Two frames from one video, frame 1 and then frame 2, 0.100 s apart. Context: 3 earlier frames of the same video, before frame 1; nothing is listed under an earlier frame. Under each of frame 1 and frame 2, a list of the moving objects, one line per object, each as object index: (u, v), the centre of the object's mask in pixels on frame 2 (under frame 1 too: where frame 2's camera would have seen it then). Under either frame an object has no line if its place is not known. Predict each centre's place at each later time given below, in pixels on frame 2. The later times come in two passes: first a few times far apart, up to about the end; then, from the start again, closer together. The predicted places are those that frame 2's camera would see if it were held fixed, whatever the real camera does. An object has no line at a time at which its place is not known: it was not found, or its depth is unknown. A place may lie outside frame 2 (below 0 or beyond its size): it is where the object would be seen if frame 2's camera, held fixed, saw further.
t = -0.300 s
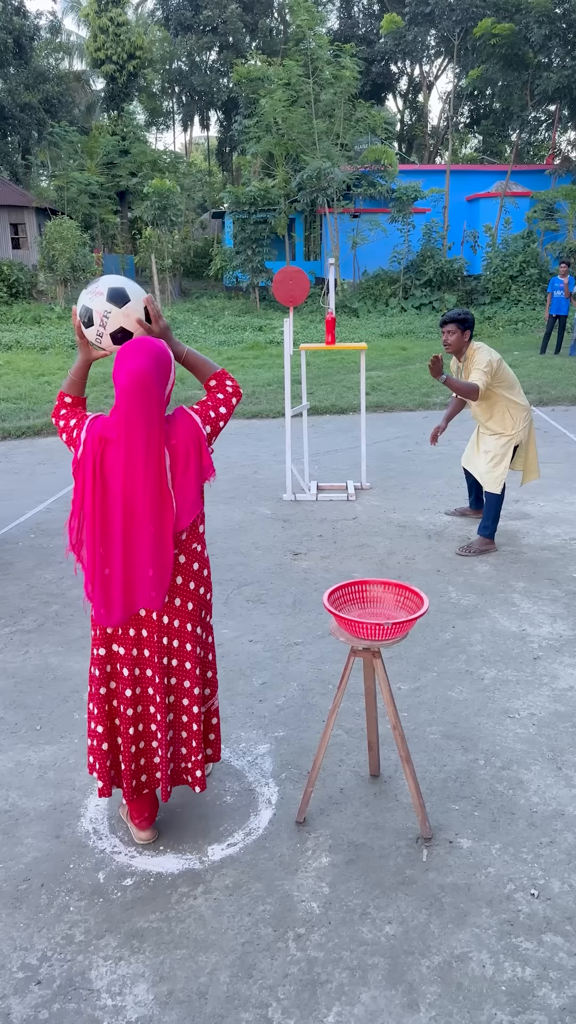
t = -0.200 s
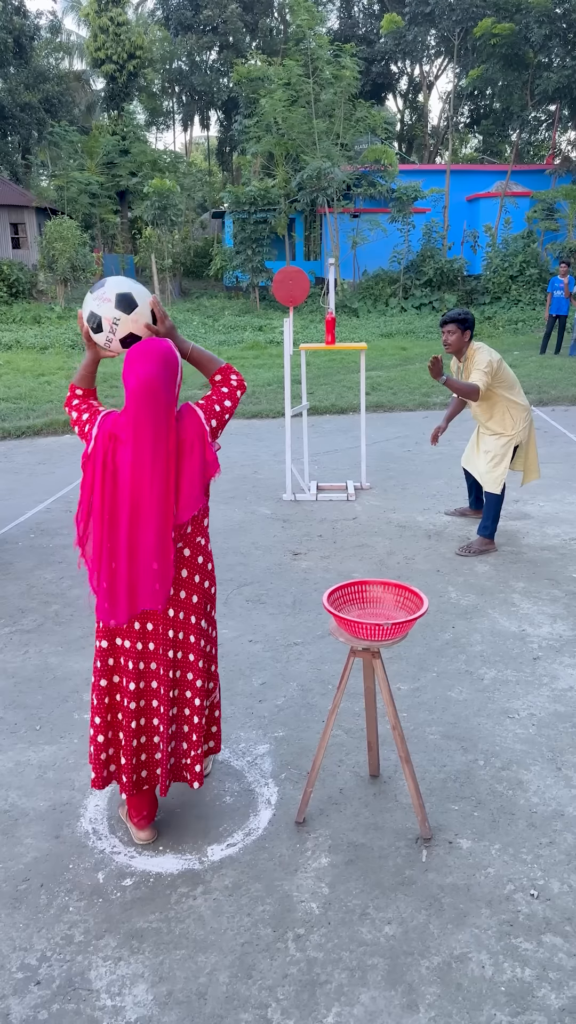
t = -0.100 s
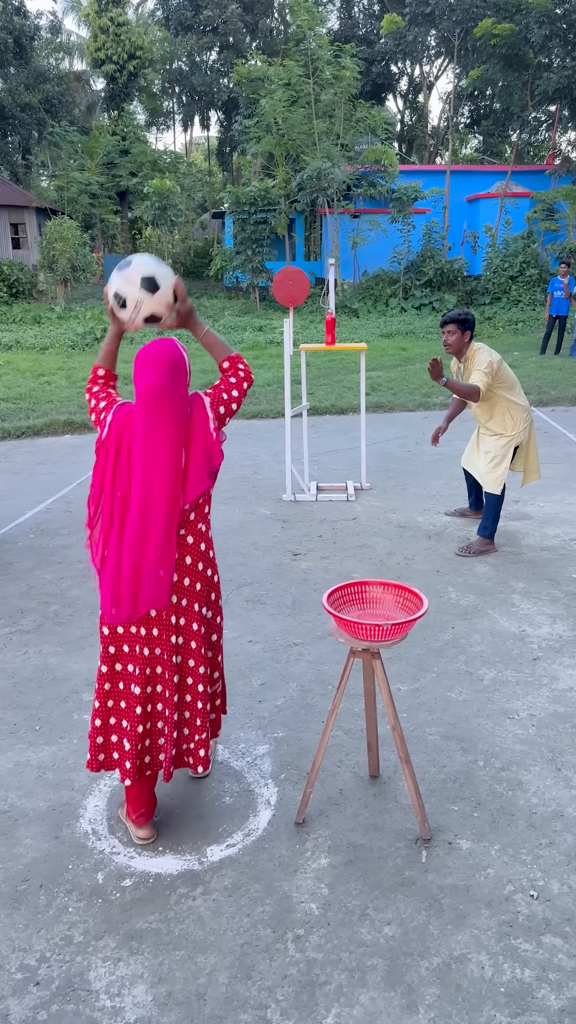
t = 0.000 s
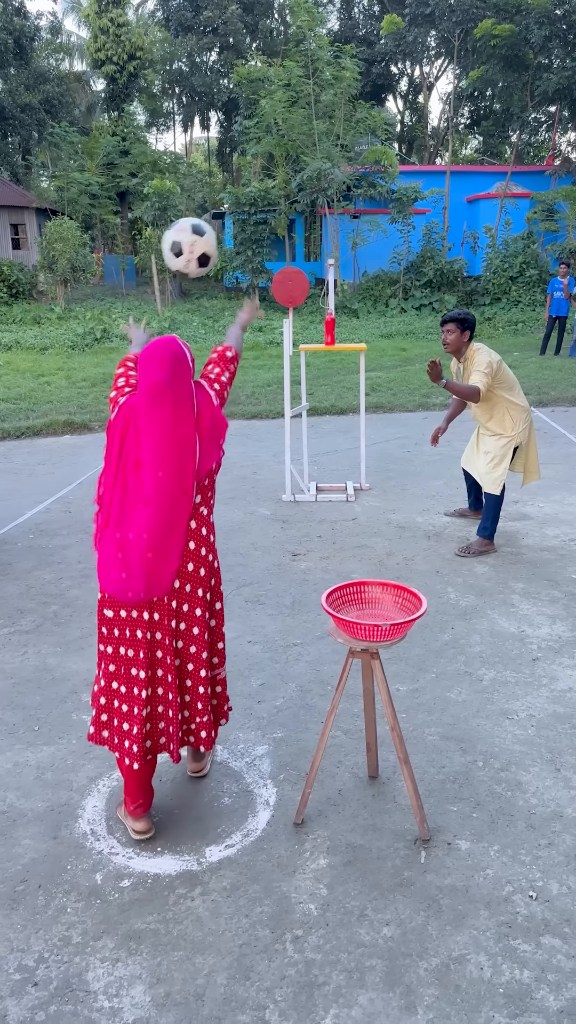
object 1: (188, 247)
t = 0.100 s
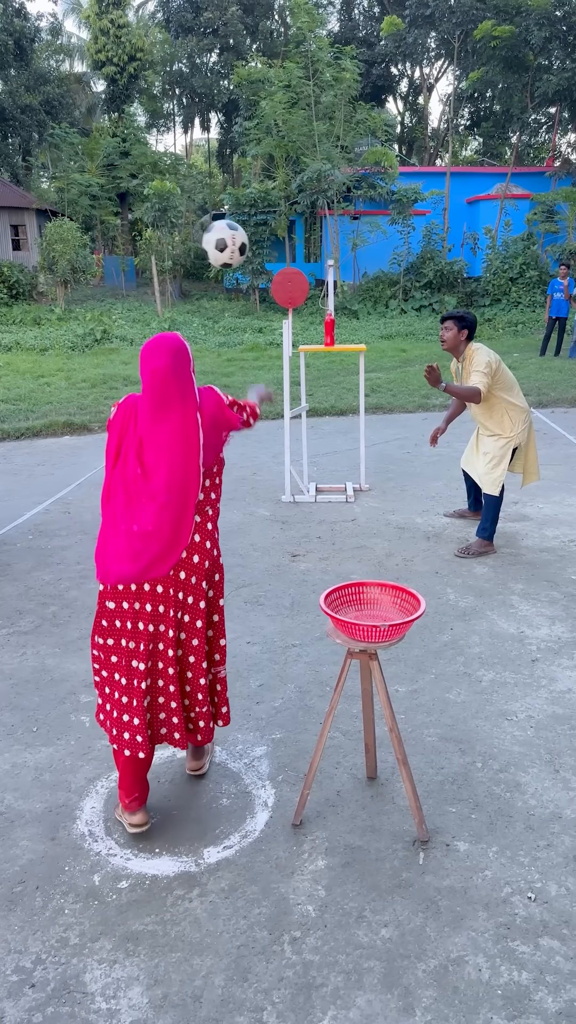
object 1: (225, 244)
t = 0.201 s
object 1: (250, 262)
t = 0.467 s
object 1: (248, 331)
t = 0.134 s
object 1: (234, 248)
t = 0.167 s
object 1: (243, 254)
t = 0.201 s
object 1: (250, 262)
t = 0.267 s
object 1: (262, 280)
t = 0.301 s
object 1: (268, 291)
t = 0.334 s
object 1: (273, 302)
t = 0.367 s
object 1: (277, 314)
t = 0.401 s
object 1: (272, 321)
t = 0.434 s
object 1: (260, 325)
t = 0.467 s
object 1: (248, 331)
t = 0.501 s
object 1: (236, 339)
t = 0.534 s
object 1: (225, 349)
